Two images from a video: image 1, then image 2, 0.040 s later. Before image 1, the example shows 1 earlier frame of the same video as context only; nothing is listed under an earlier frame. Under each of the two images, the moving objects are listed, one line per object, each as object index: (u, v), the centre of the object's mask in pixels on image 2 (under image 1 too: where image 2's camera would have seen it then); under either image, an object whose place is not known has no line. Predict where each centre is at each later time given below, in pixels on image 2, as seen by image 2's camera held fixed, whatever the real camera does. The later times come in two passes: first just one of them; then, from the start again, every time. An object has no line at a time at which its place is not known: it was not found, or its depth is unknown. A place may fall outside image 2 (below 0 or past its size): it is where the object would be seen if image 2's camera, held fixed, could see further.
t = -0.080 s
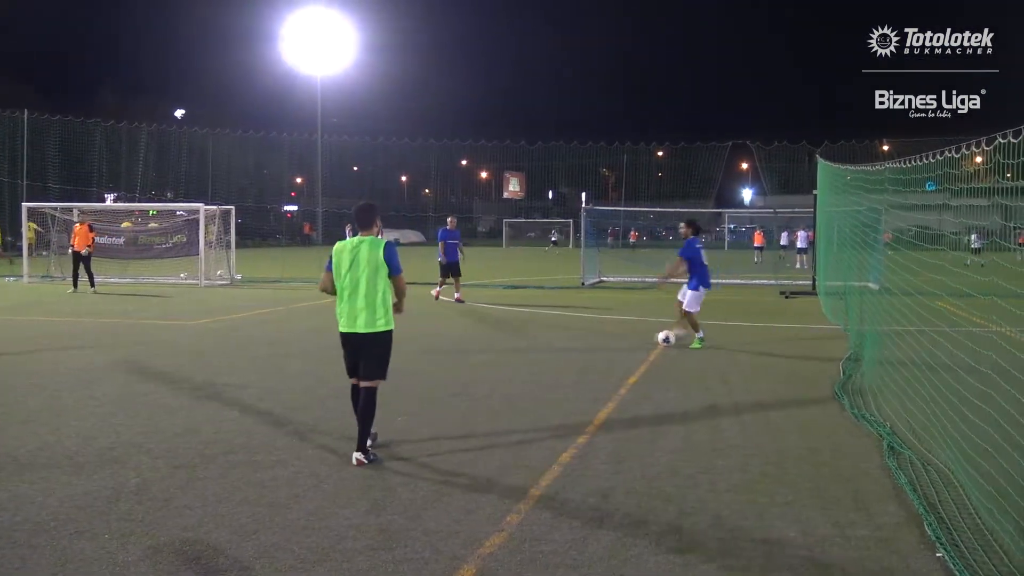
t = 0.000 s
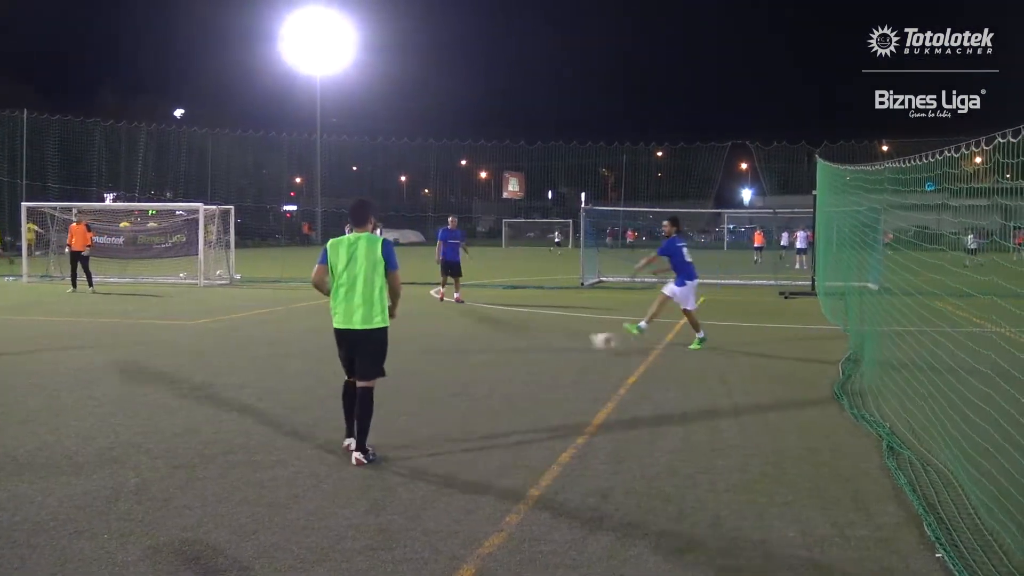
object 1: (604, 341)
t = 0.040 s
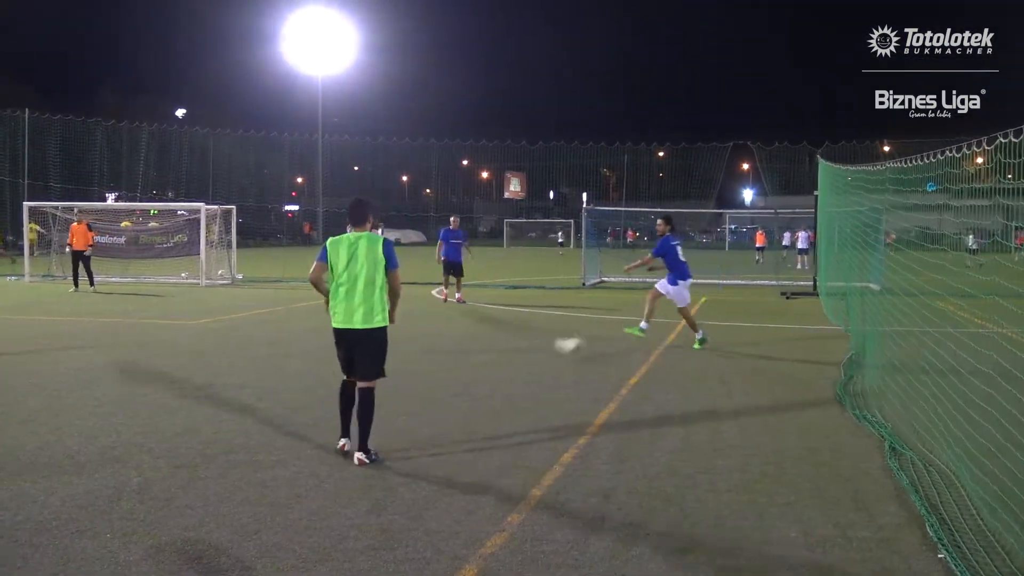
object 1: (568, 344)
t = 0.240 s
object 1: (392, 361)
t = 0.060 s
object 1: (552, 347)
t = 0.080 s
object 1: (533, 350)
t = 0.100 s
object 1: (517, 353)
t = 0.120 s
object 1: (498, 357)
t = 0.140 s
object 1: (480, 358)
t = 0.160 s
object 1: (463, 358)
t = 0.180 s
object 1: (444, 359)
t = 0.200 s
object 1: (428, 358)
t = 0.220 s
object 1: (409, 360)
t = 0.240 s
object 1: (392, 361)
